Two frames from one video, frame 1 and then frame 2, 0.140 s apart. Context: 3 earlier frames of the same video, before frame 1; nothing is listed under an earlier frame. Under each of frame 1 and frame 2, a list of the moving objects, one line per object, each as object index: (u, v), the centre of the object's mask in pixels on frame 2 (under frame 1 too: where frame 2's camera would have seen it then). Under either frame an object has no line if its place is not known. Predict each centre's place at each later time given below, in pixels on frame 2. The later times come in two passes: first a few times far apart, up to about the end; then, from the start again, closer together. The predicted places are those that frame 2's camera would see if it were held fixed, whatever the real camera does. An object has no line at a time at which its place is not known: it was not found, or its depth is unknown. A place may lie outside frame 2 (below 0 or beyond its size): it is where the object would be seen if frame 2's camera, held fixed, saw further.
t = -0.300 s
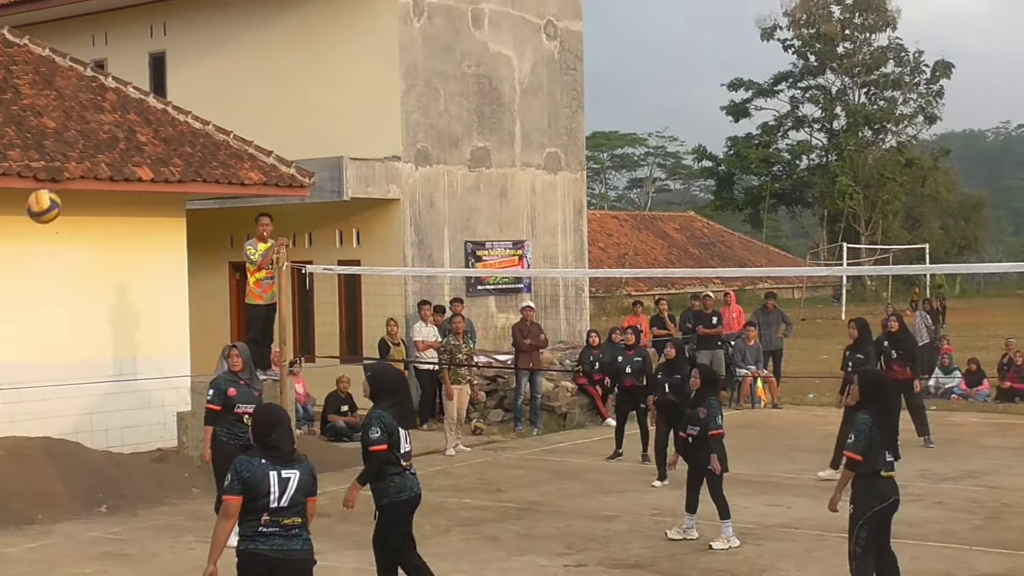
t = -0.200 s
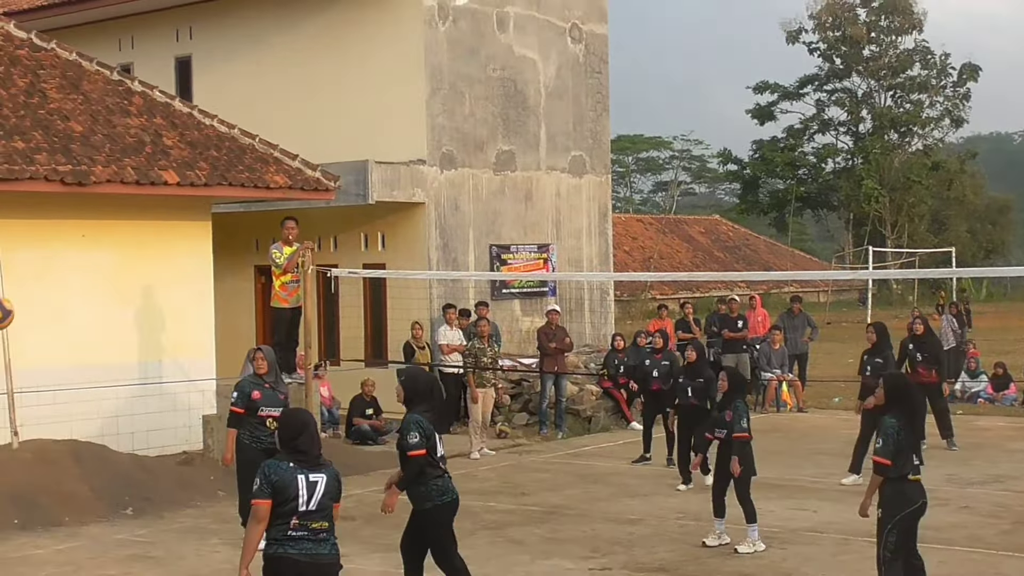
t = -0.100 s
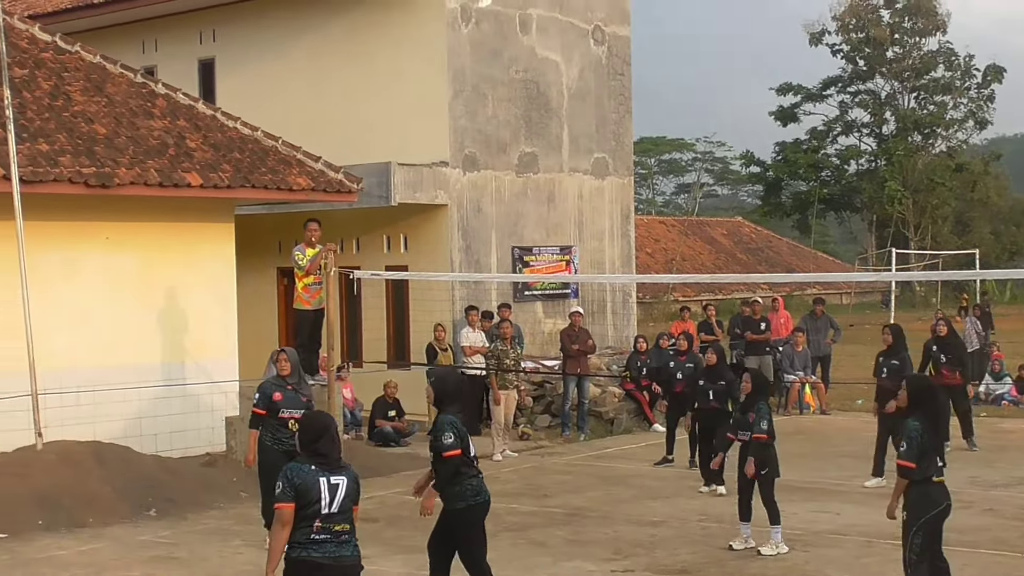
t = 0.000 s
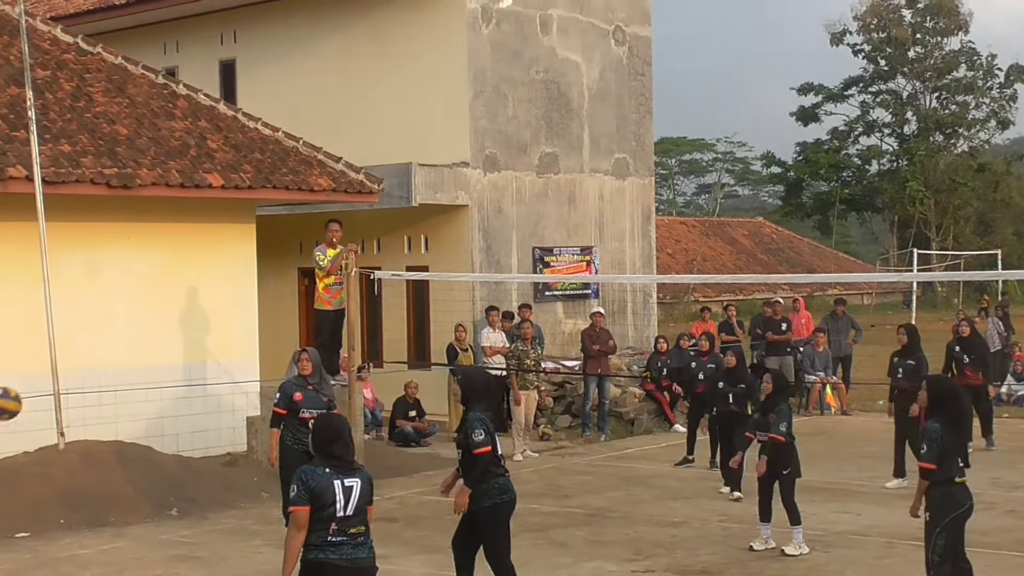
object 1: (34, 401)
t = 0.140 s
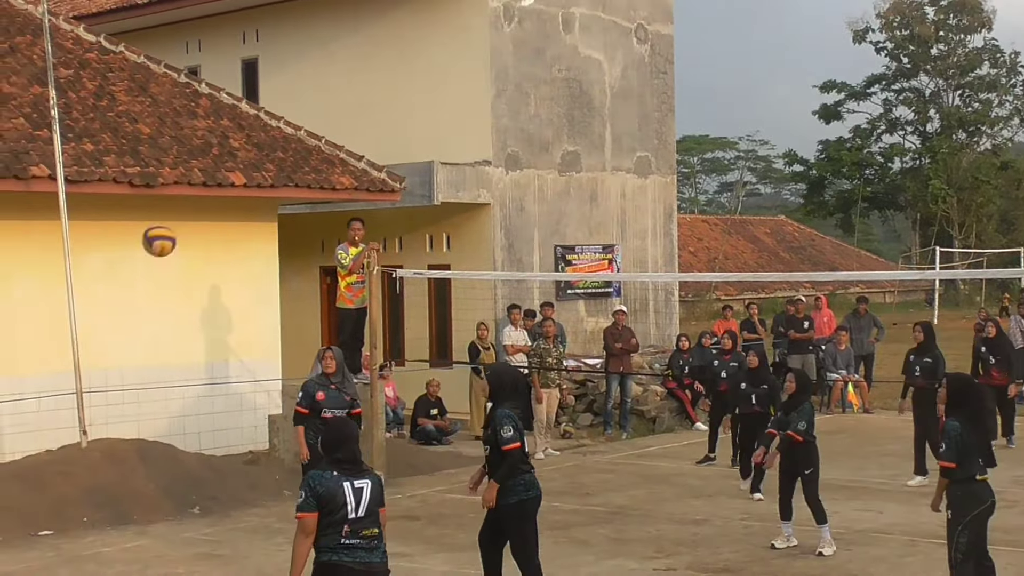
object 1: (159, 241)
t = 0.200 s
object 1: (211, 186)
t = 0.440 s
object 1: (394, 46)
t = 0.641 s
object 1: (520, 4)
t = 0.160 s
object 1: (177, 222)
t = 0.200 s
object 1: (211, 186)
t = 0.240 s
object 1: (245, 154)
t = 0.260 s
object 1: (260, 141)
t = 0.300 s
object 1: (293, 115)
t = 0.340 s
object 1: (322, 91)
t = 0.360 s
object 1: (338, 81)
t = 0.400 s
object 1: (367, 62)
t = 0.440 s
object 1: (394, 46)
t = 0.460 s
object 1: (407, 38)
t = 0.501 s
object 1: (434, 26)
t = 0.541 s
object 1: (460, 16)
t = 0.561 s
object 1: (473, 12)
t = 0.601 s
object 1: (496, 7)
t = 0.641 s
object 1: (520, 4)
